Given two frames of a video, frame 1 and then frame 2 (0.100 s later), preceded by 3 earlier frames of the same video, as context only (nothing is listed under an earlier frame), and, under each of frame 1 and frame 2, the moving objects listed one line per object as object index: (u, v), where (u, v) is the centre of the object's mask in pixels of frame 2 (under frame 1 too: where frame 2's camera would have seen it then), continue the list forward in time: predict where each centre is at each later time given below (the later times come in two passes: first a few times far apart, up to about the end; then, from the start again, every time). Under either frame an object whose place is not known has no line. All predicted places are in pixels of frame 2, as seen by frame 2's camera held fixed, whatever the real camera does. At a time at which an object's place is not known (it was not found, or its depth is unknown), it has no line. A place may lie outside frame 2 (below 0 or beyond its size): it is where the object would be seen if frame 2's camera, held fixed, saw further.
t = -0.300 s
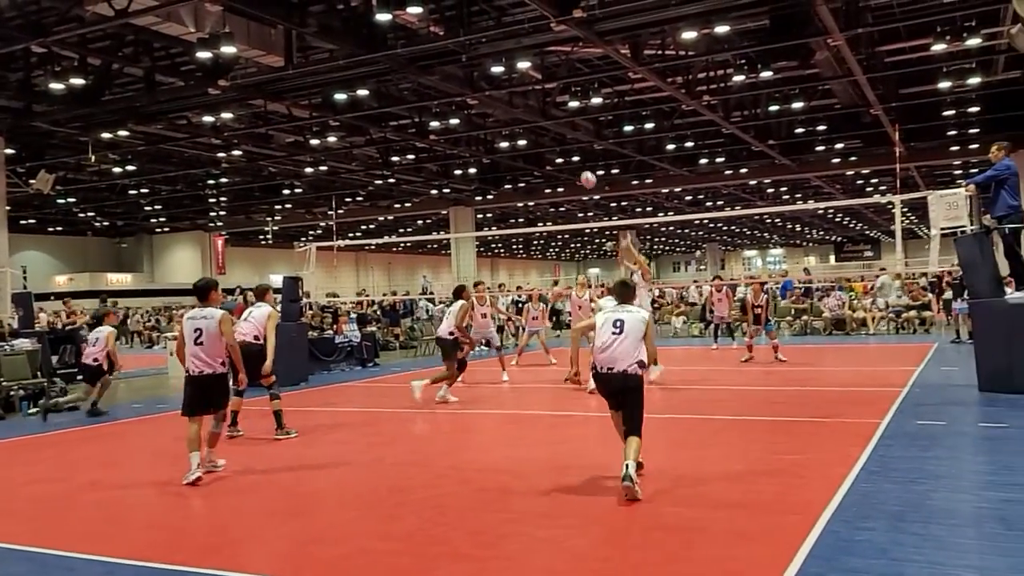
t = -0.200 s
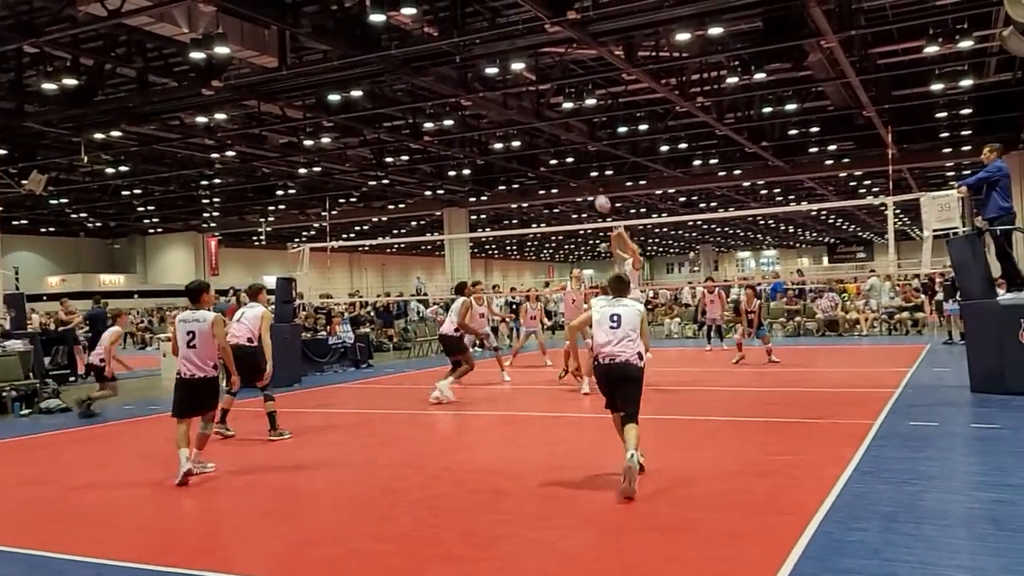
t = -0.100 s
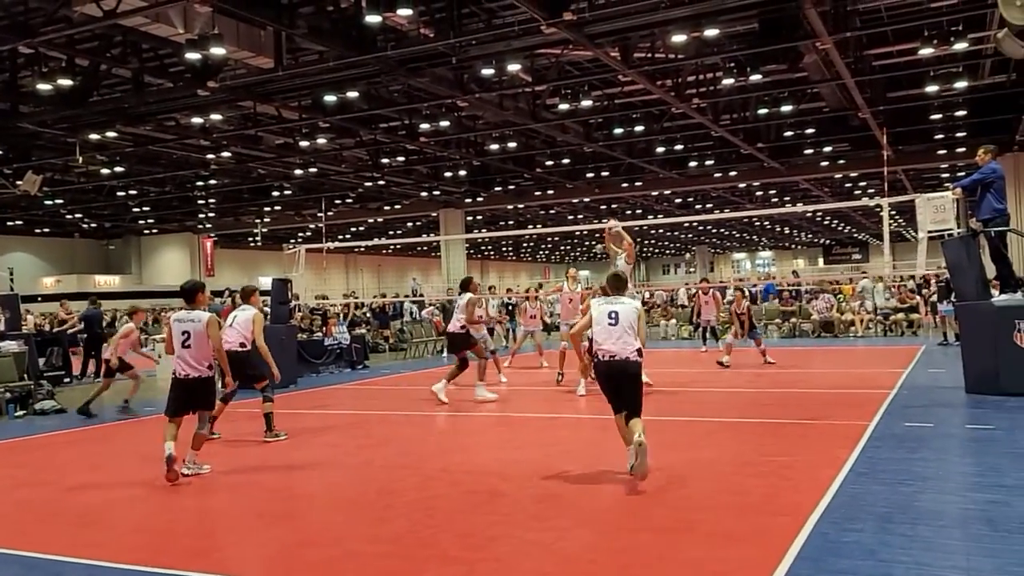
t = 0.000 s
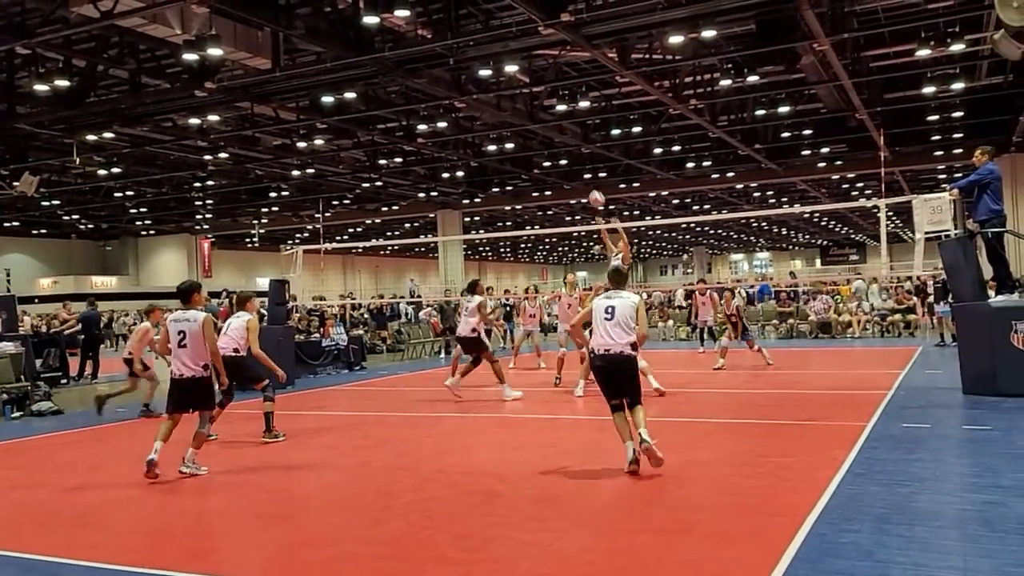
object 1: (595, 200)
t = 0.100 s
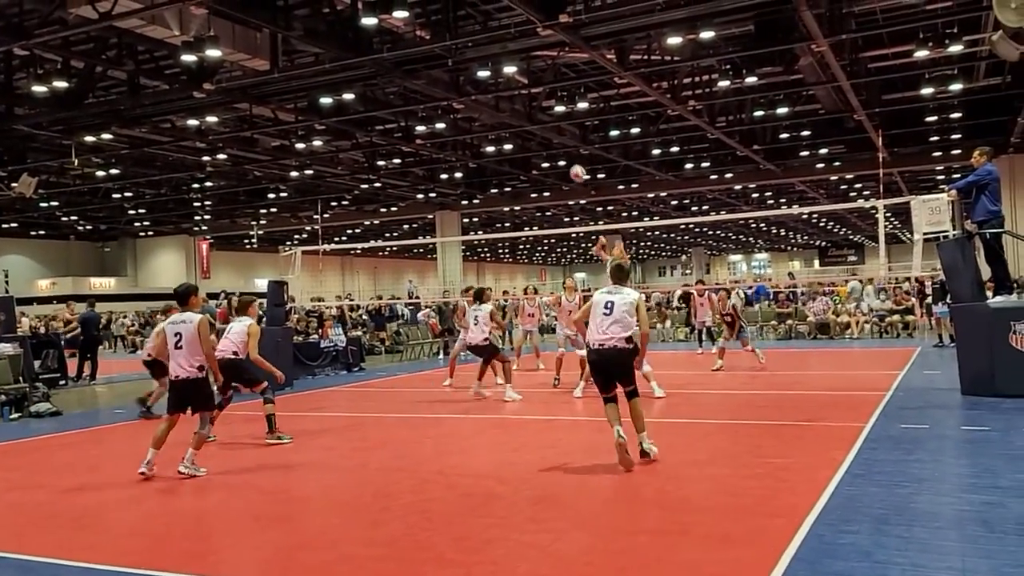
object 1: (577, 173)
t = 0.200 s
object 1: (560, 152)
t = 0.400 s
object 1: (523, 130)
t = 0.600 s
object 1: (486, 136)
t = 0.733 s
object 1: (460, 158)
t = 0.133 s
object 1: (572, 166)
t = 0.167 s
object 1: (566, 159)
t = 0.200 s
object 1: (560, 152)
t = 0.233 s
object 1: (554, 147)
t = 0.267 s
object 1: (547, 142)
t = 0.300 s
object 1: (541, 138)
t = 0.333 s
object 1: (535, 135)
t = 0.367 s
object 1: (529, 132)
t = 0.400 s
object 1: (523, 130)
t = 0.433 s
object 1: (517, 129)
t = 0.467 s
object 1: (511, 129)
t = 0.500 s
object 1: (504, 130)
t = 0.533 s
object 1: (498, 131)
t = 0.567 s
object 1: (492, 133)
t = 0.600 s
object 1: (486, 136)
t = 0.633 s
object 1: (479, 140)
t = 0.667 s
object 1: (473, 145)
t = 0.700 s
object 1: (466, 151)
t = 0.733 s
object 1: (460, 158)
